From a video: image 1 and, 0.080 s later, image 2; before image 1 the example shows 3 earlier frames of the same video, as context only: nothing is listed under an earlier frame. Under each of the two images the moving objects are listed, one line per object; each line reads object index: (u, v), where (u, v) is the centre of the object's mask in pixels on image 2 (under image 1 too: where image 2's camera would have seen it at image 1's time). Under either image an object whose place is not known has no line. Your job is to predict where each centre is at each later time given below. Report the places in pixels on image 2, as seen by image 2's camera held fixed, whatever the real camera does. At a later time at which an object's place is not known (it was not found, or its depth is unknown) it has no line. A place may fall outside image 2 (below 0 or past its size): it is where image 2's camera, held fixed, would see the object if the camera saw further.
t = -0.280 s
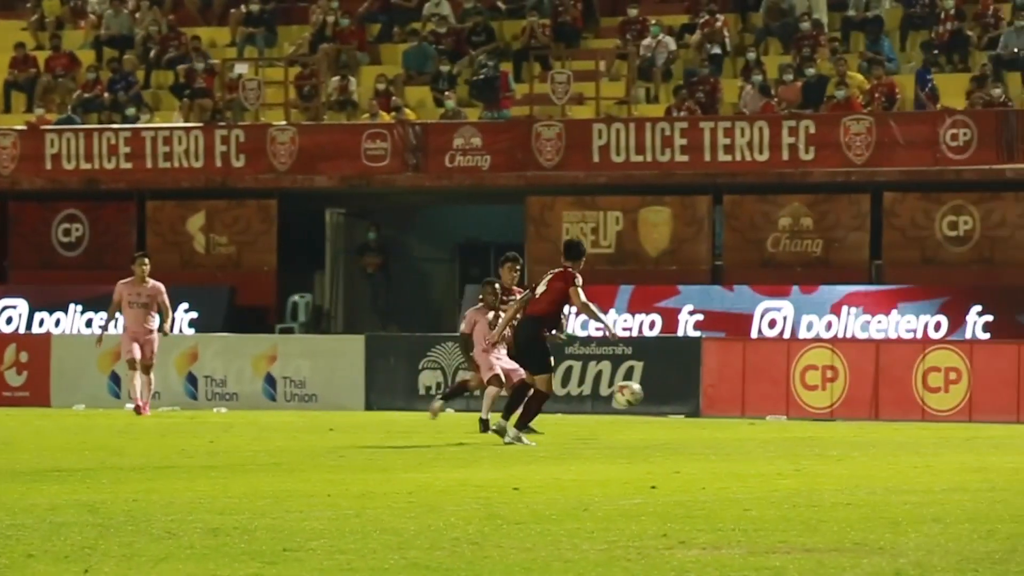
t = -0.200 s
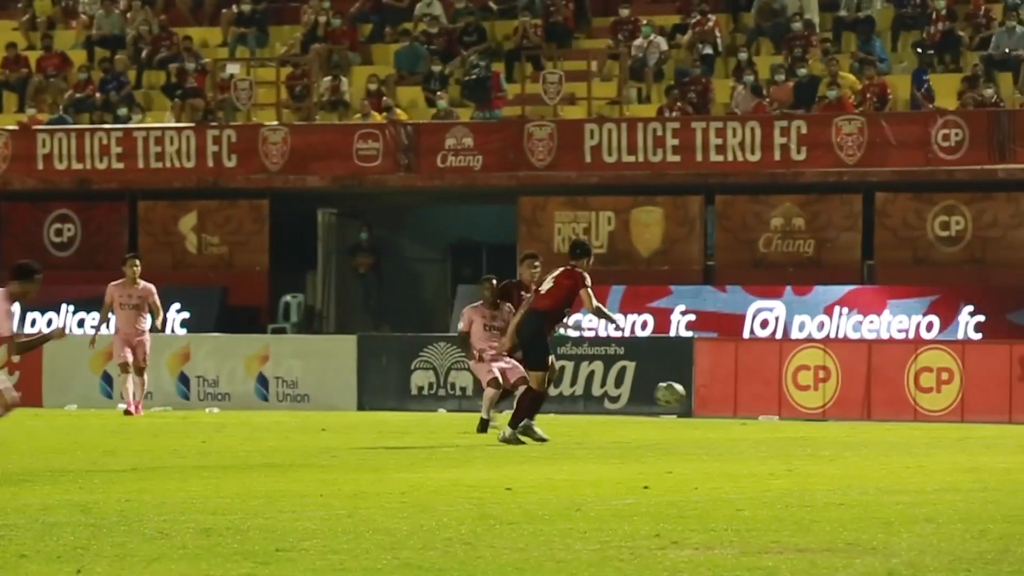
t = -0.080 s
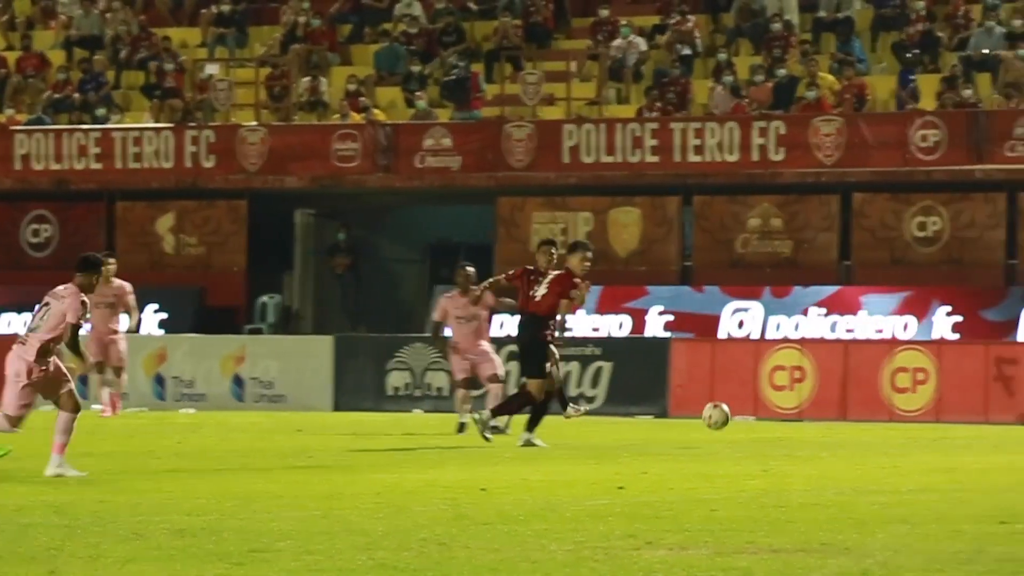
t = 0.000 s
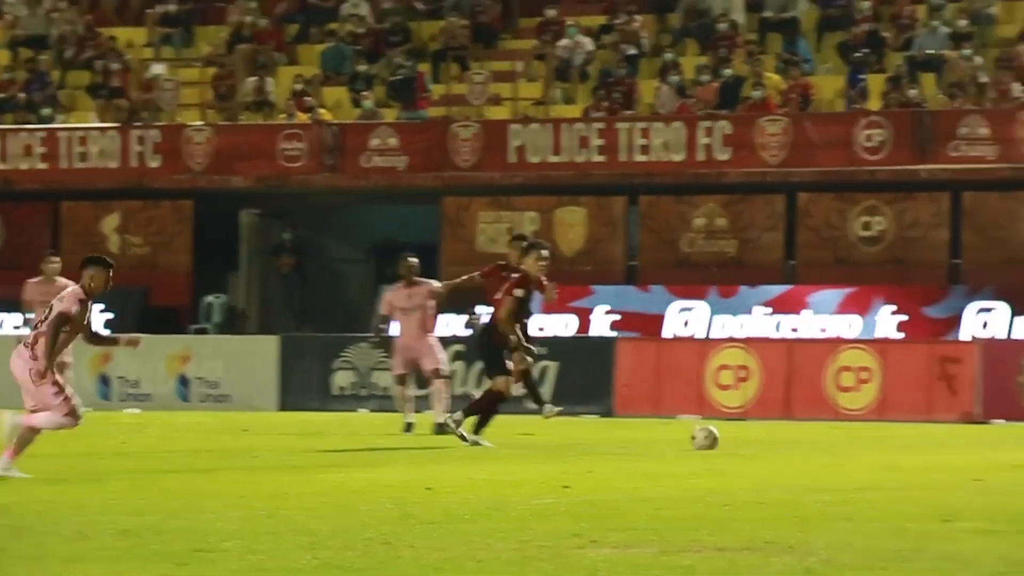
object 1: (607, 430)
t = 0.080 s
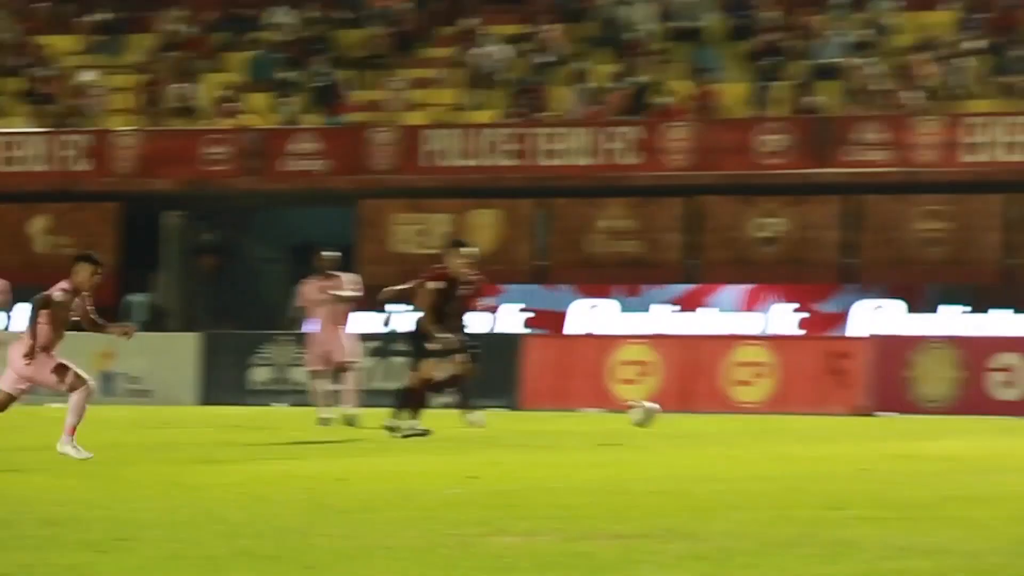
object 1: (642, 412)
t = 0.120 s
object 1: (659, 408)
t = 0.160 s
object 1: (676, 406)
